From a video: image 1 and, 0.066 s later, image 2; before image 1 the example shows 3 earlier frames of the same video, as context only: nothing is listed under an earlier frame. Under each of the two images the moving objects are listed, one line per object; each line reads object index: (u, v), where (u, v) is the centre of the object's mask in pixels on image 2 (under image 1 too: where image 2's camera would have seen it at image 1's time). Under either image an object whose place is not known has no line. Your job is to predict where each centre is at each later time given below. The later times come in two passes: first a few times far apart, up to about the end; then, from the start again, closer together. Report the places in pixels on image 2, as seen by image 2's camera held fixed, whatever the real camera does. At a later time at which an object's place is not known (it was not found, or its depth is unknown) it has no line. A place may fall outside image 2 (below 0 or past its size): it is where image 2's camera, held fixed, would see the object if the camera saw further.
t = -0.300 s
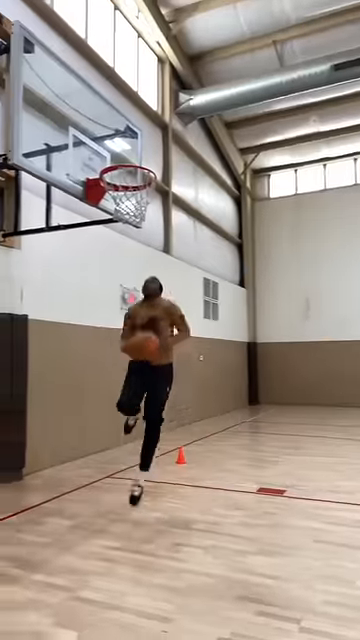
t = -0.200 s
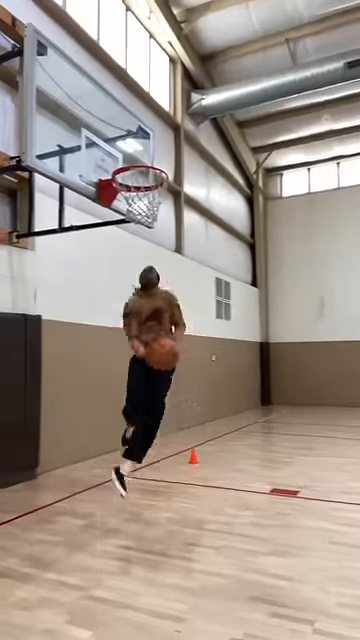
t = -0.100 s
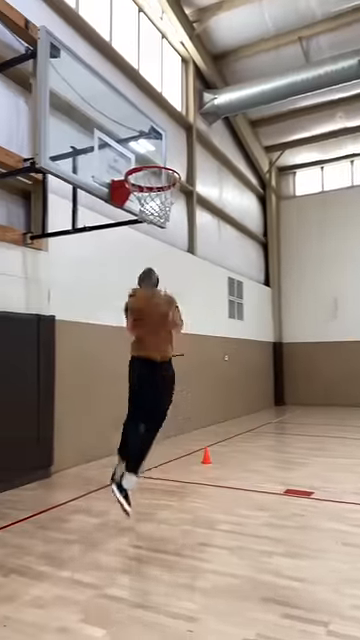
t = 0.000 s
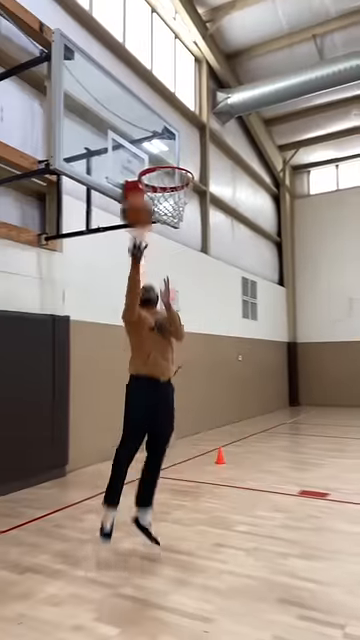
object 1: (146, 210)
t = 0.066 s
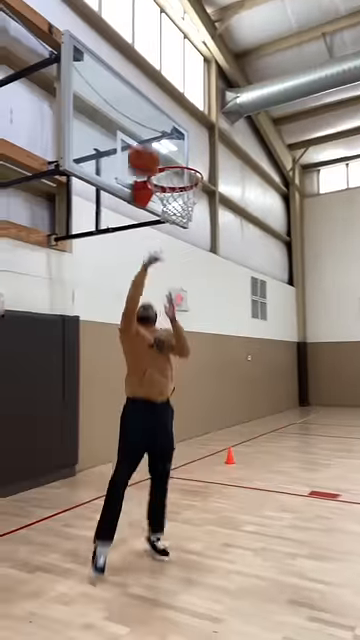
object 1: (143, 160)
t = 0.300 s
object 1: (134, 50)
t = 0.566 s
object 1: (125, 17)
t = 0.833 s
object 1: (118, 51)
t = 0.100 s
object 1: (141, 139)
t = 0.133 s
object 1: (140, 119)
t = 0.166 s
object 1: (139, 101)
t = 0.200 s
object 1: (137, 86)
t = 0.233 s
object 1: (135, 73)
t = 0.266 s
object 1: (135, 61)
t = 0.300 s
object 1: (134, 50)
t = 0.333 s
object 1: (132, 42)
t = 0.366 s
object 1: (130, 35)
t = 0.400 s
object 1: (130, 28)
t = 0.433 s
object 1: (129, 24)
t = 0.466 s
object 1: (128, 20)
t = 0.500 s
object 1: (127, 18)
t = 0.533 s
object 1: (126, 17)
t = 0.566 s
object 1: (125, 17)
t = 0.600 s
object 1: (124, 18)
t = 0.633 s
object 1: (123, 21)
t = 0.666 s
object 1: (123, 24)
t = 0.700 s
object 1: (122, 28)
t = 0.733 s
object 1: (121, 33)
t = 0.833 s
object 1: (118, 51)
